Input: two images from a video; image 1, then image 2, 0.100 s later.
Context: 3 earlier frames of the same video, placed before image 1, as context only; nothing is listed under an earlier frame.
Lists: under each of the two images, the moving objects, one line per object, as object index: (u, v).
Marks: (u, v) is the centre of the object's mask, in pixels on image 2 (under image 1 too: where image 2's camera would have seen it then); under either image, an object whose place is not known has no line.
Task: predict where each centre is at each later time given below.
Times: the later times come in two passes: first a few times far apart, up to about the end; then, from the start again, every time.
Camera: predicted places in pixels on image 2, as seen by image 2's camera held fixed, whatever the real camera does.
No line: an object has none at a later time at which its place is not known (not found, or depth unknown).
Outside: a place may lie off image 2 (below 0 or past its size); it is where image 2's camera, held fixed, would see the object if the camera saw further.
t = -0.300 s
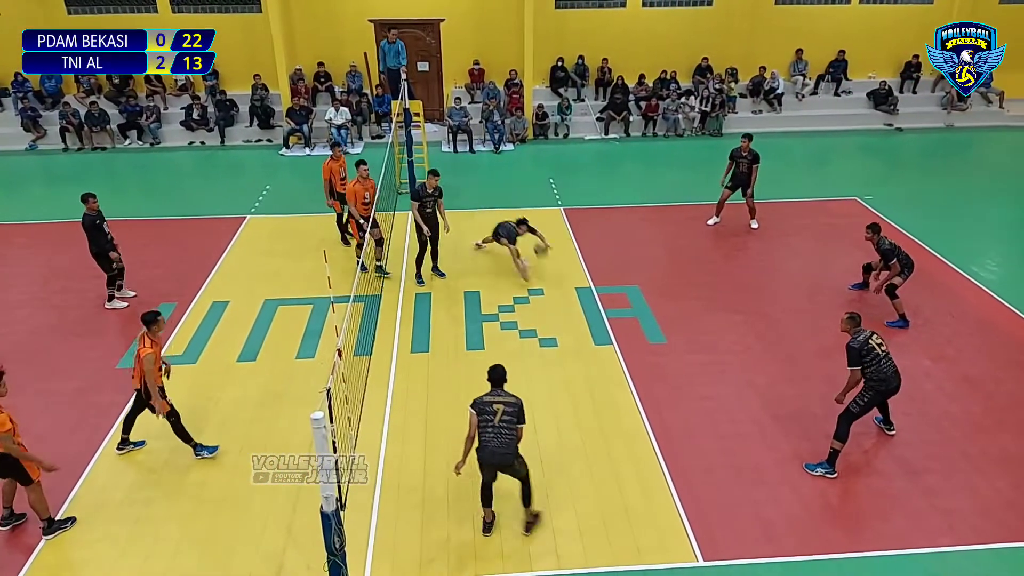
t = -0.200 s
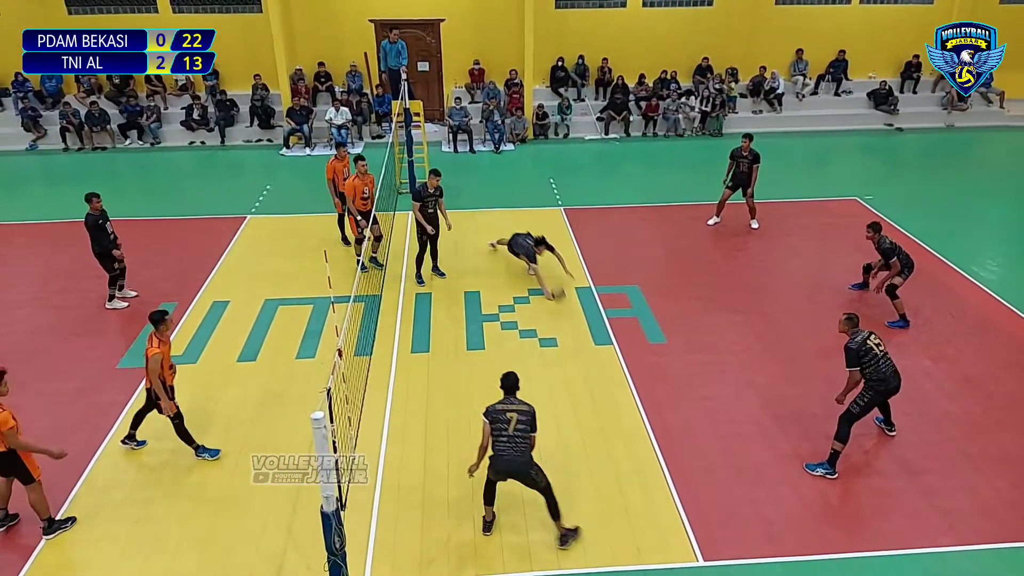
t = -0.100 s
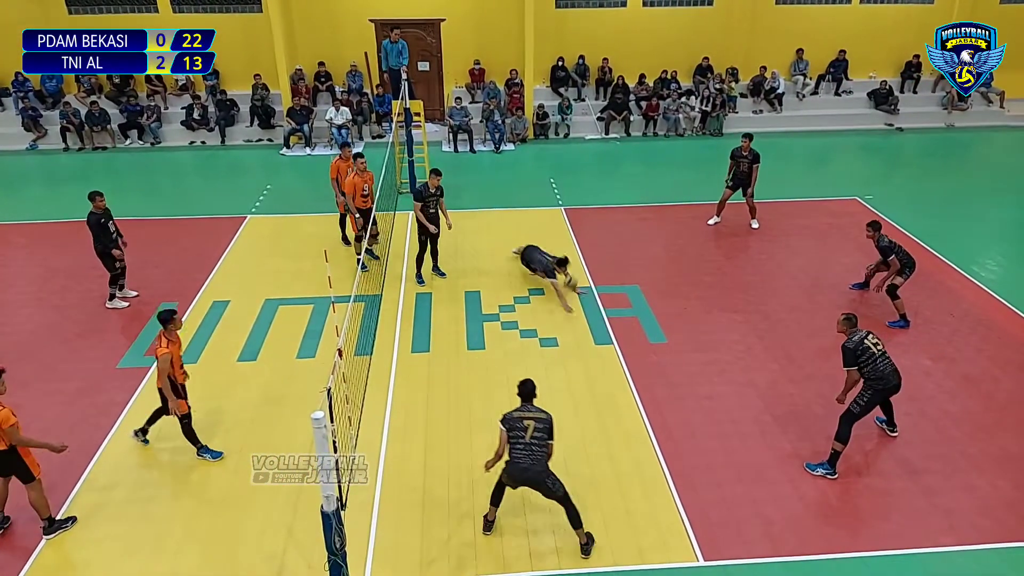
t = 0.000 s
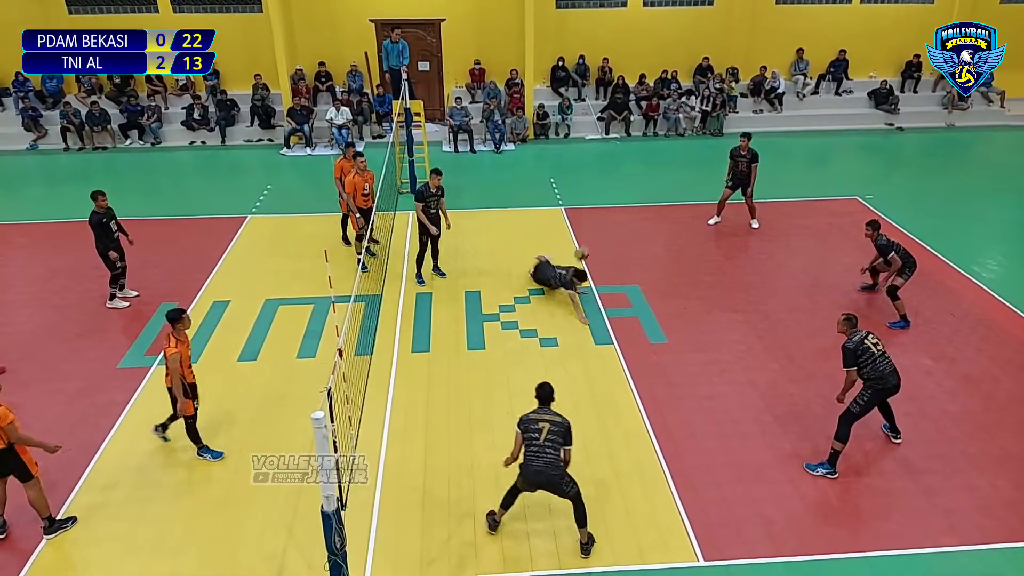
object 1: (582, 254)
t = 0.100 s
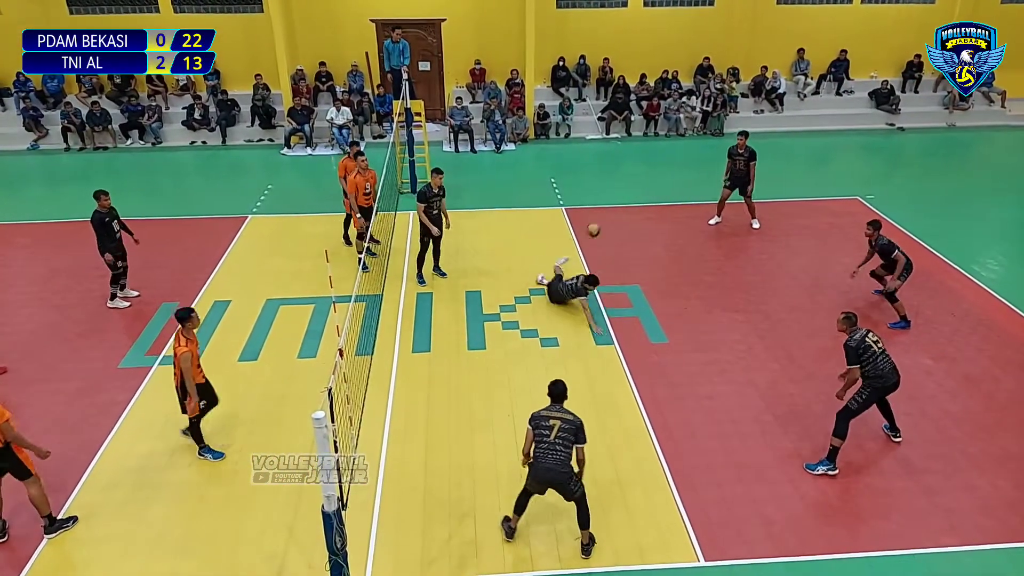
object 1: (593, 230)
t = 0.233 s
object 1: (607, 207)
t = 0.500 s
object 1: (635, 196)
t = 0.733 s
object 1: (655, 223)
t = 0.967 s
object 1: (668, 282)
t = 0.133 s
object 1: (597, 224)
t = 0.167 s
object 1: (600, 218)
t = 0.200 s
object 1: (603, 213)
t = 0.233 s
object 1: (607, 207)
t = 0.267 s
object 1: (611, 203)
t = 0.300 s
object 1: (614, 200)
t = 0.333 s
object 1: (618, 197)
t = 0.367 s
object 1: (621, 196)
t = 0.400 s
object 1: (625, 195)
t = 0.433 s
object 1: (628, 194)
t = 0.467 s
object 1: (631, 195)
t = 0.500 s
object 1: (635, 196)
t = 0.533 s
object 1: (638, 198)
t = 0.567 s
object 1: (640, 200)
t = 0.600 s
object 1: (643, 202)
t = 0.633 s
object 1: (646, 207)
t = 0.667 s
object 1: (649, 212)
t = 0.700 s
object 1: (652, 217)
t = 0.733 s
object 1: (655, 223)
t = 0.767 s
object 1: (657, 229)
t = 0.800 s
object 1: (659, 237)
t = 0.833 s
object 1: (661, 245)
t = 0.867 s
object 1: (663, 253)
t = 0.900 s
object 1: (666, 263)
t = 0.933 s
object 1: (668, 272)
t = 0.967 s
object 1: (668, 282)
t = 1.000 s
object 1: (668, 293)
